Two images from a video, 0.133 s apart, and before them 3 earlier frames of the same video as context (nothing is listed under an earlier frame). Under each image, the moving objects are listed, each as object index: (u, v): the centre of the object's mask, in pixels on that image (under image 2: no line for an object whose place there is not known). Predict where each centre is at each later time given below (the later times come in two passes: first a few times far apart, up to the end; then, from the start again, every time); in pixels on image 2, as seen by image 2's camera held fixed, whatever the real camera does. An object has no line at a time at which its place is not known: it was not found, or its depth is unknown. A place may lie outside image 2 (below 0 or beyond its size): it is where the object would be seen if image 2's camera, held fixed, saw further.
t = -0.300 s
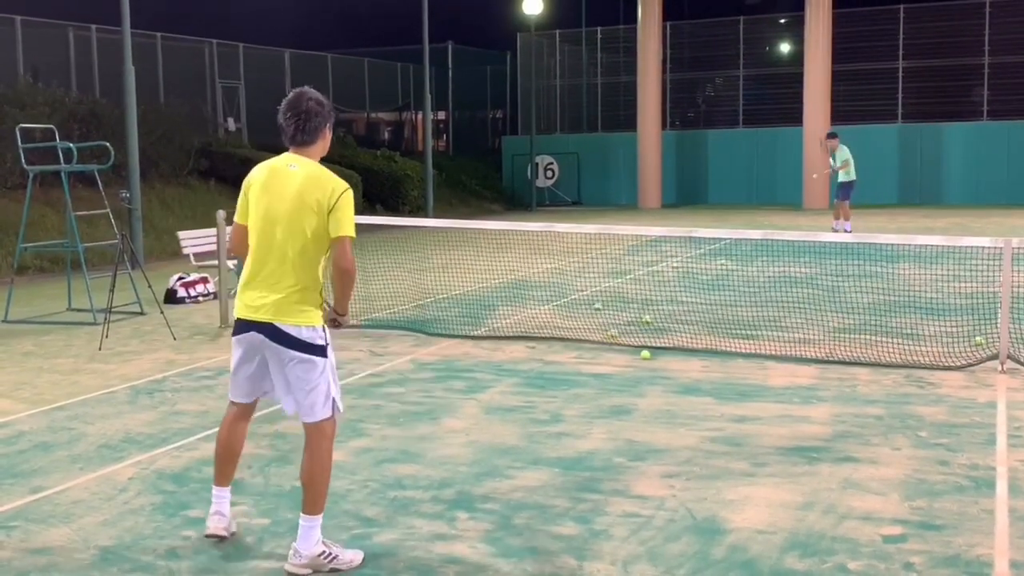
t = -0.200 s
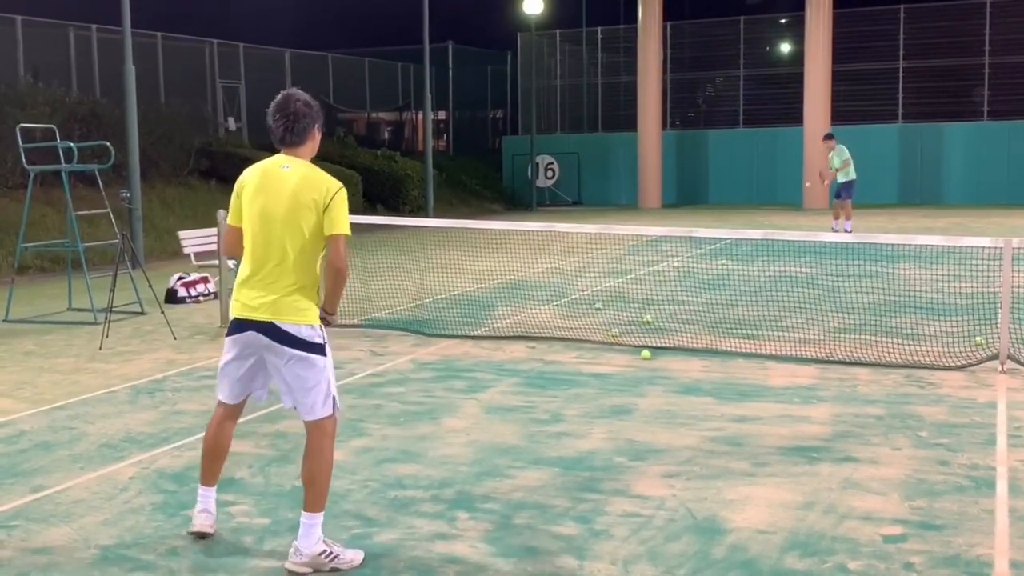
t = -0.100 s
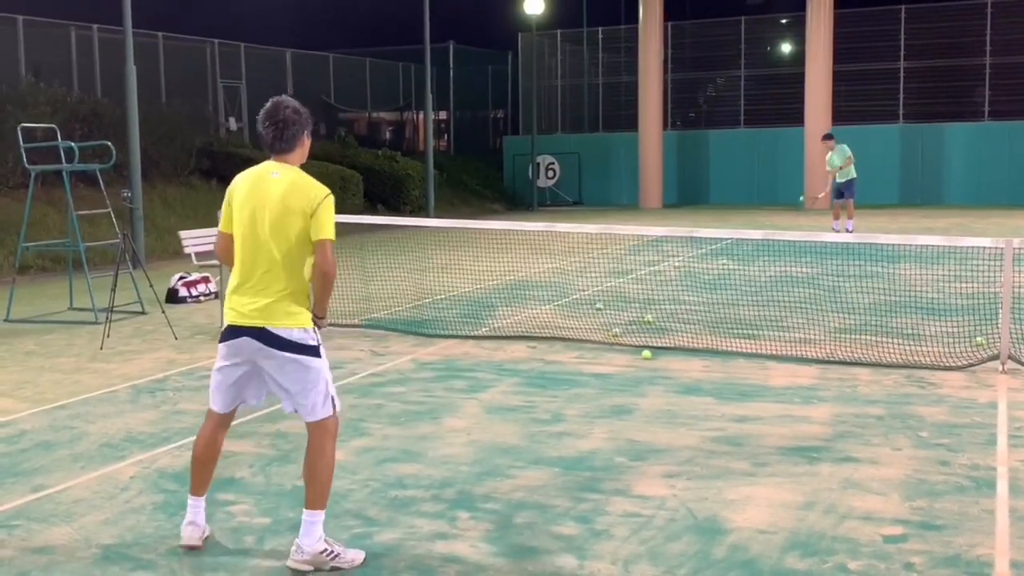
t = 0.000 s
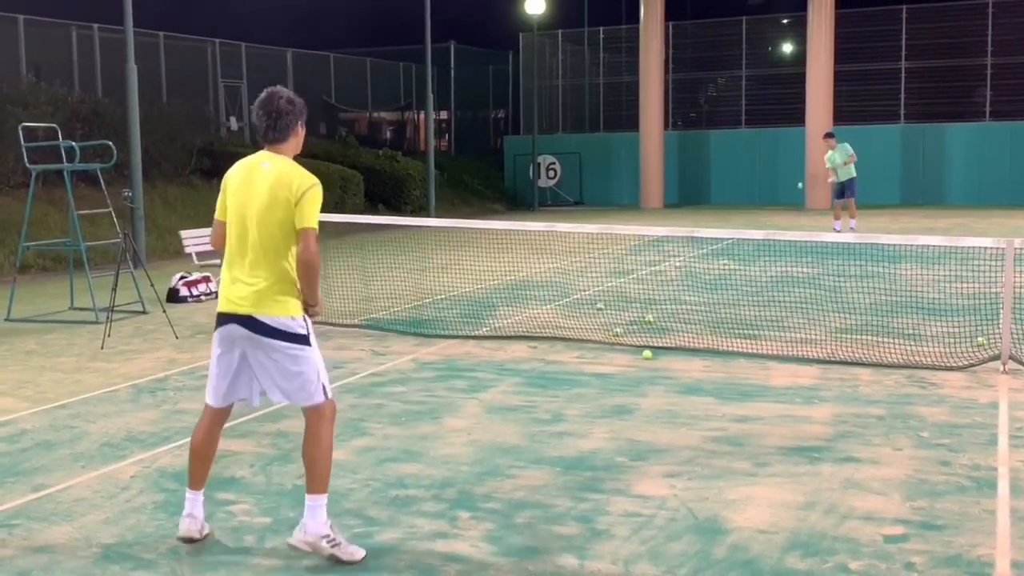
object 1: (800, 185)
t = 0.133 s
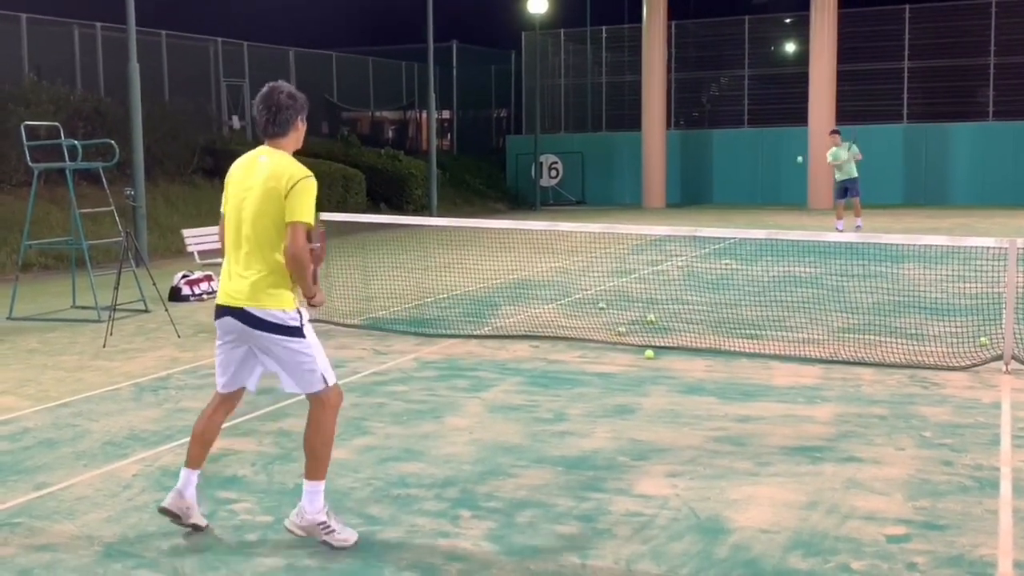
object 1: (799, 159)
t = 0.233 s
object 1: (796, 145)
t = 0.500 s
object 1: (775, 146)
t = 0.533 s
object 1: (771, 153)
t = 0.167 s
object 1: (798, 154)
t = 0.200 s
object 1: (797, 149)
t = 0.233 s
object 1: (796, 145)
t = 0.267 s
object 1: (794, 141)
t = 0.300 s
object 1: (792, 138)
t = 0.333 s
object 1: (790, 136)
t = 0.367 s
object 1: (788, 135)
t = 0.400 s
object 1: (785, 136)
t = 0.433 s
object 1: (782, 137)
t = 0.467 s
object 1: (779, 140)
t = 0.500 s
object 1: (775, 146)
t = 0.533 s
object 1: (771, 153)
